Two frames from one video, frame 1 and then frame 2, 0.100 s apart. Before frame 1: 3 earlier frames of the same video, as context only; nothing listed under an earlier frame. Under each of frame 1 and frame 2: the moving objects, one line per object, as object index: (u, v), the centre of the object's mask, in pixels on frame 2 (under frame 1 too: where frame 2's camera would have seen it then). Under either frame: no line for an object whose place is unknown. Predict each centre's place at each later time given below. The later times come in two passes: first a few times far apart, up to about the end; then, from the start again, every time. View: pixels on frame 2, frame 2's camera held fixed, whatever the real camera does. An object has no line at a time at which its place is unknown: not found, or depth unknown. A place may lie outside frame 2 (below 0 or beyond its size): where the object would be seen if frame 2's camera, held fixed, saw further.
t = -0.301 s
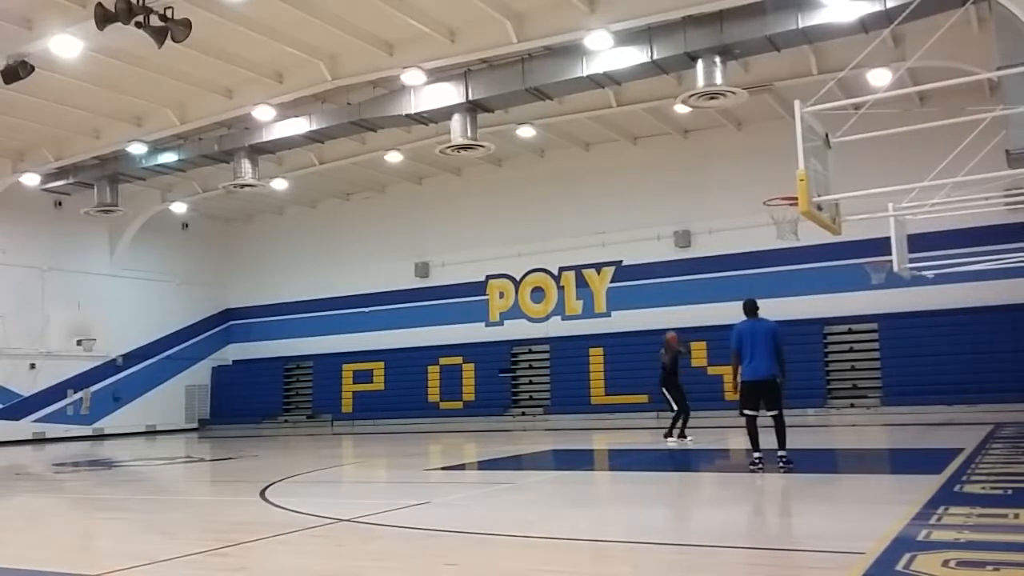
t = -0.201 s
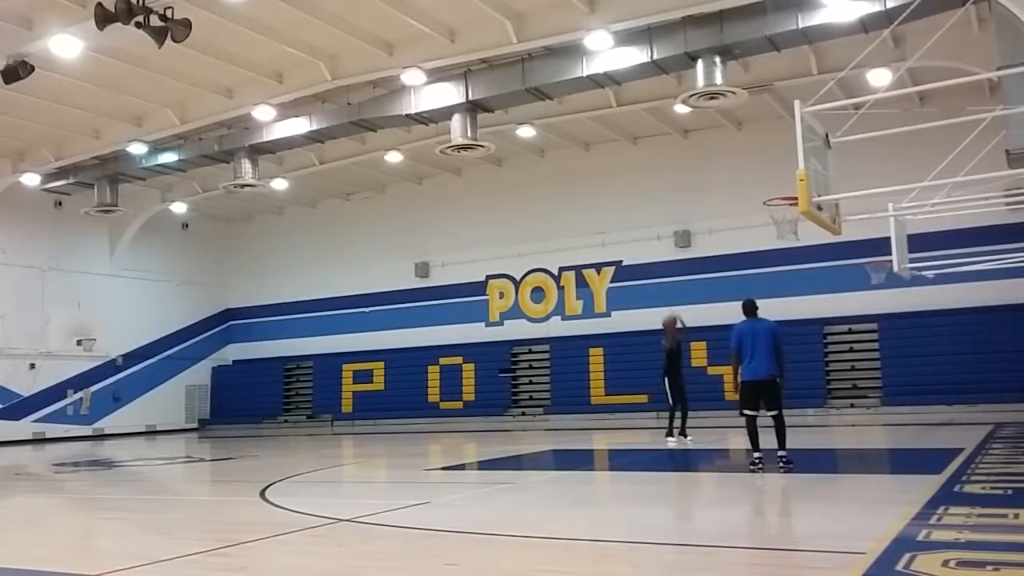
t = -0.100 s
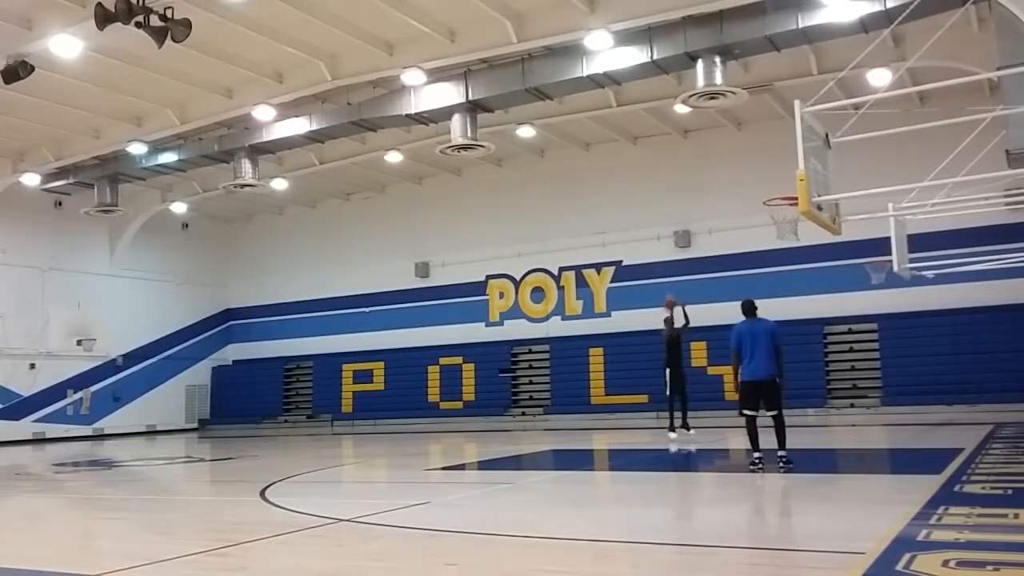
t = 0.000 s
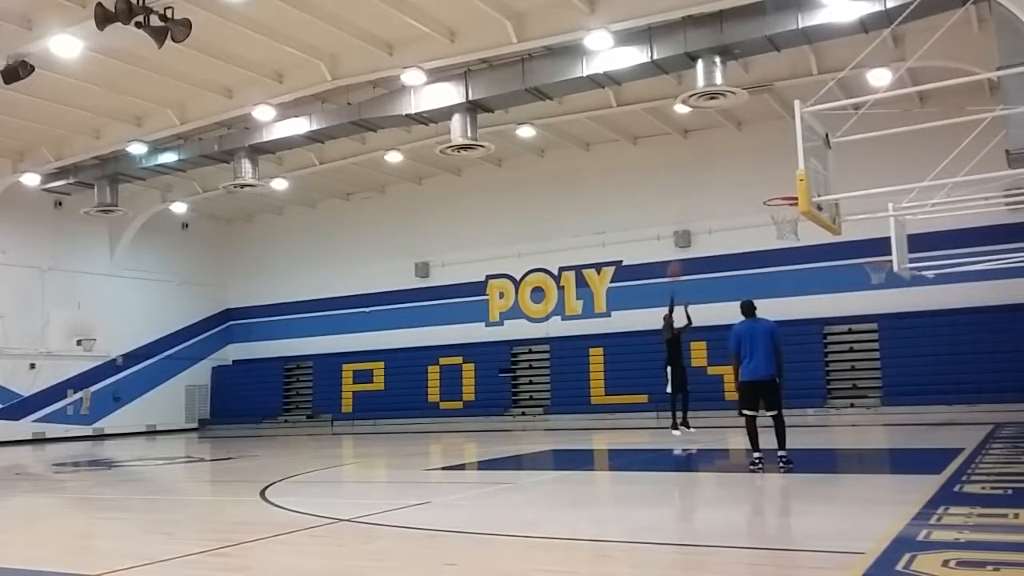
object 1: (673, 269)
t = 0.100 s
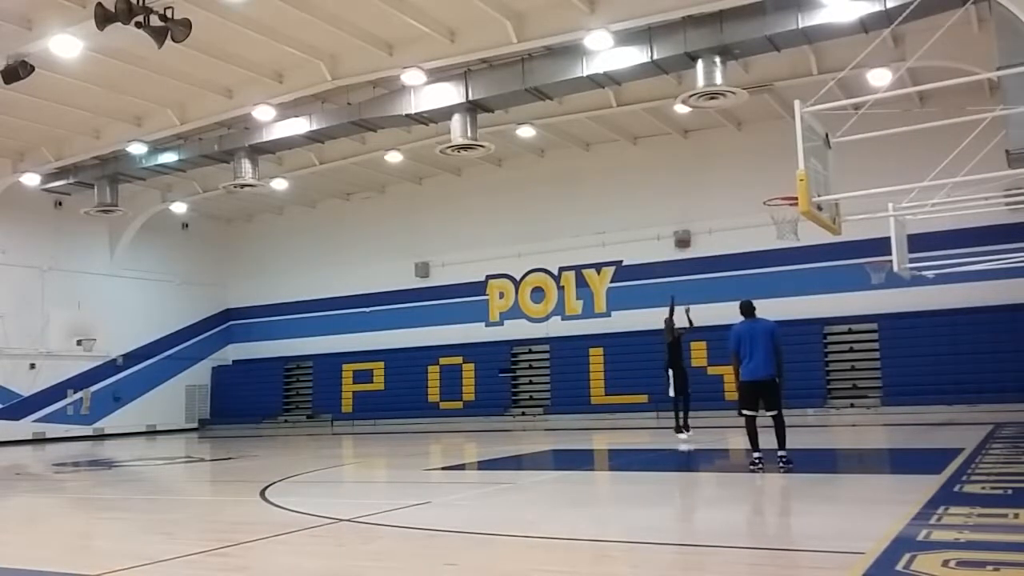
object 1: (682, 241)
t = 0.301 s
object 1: (701, 193)
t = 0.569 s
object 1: (732, 162)
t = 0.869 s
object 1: (778, 187)
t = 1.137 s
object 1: (794, 195)
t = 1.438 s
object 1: (816, 255)
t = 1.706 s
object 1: (837, 353)
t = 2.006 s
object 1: (852, 391)
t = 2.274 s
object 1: (860, 337)
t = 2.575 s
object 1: (871, 333)
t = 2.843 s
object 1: (886, 373)
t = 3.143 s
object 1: (897, 397)
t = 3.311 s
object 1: (902, 376)
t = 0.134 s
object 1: (685, 231)
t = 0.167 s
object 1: (688, 223)
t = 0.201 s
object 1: (691, 214)
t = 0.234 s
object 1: (694, 207)
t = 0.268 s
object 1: (698, 200)
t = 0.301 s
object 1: (701, 193)
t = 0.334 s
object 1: (704, 187)
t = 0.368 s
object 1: (708, 181)
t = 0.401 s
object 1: (711, 176)
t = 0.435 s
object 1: (715, 172)
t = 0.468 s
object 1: (719, 169)
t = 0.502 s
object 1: (723, 166)
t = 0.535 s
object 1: (727, 163)
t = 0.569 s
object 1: (732, 162)
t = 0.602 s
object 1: (736, 162)
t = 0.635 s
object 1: (741, 162)
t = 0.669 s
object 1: (746, 163)
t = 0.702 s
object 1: (751, 164)
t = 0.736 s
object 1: (756, 167)
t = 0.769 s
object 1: (762, 171)
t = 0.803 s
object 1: (767, 176)
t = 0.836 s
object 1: (773, 181)
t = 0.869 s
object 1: (778, 187)
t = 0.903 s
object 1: (784, 192)
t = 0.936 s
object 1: (786, 191)
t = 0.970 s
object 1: (787, 190)
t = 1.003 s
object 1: (789, 190)
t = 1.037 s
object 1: (790, 190)
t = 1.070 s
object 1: (791, 191)
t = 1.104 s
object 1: (792, 193)
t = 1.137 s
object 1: (794, 195)
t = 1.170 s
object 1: (795, 203)
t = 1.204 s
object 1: (795, 207)
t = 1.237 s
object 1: (798, 213)
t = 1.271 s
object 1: (804, 221)
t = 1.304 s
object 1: (807, 225)
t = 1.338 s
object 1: (810, 231)
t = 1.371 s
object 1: (812, 239)
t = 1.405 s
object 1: (814, 246)
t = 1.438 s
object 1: (816, 255)
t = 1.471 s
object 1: (820, 266)
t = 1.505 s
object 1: (823, 277)
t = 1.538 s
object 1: (825, 290)
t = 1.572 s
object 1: (827, 301)
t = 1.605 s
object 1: (829, 313)
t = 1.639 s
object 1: (831, 326)
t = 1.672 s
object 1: (834, 340)
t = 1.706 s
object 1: (837, 353)
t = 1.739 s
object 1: (838, 370)
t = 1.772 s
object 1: (840, 385)
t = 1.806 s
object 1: (844, 399)
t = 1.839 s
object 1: (847, 417)
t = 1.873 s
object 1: (850, 431)
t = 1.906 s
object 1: (851, 421)
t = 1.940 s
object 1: (851, 411)
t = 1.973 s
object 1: (852, 397)
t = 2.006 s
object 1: (852, 391)
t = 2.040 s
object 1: (853, 380)
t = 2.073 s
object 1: (854, 373)
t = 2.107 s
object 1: (855, 365)
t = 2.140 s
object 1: (856, 356)
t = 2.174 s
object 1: (856, 352)
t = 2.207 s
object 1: (858, 346)
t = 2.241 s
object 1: (858, 342)
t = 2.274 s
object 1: (860, 337)
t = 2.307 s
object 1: (861, 336)
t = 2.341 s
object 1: (863, 333)
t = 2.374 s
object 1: (864, 330)
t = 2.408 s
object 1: (865, 329)
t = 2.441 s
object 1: (866, 329)
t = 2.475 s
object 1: (867, 328)
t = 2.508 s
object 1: (869, 330)
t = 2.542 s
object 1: (871, 332)
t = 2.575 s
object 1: (871, 333)
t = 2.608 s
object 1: (874, 335)
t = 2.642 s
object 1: (876, 341)
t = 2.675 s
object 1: (877, 344)
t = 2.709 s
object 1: (877, 348)
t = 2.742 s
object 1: (880, 352)
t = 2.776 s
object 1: (882, 361)
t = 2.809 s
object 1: (884, 365)
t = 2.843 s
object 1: (886, 373)
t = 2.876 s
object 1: (888, 382)
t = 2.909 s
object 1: (889, 389)
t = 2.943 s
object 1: (890, 397)
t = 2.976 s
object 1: (894, 407)
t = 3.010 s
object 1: (896, 420)
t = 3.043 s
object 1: (897, 420)
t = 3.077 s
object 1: (898, 412)
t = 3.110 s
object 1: (898, 404)
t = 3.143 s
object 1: (897, 397)
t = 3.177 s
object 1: (899, 392)
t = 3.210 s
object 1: (900, 387)
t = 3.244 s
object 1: (901, 383)
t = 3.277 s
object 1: (901, 381)
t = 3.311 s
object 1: (902, 376)
